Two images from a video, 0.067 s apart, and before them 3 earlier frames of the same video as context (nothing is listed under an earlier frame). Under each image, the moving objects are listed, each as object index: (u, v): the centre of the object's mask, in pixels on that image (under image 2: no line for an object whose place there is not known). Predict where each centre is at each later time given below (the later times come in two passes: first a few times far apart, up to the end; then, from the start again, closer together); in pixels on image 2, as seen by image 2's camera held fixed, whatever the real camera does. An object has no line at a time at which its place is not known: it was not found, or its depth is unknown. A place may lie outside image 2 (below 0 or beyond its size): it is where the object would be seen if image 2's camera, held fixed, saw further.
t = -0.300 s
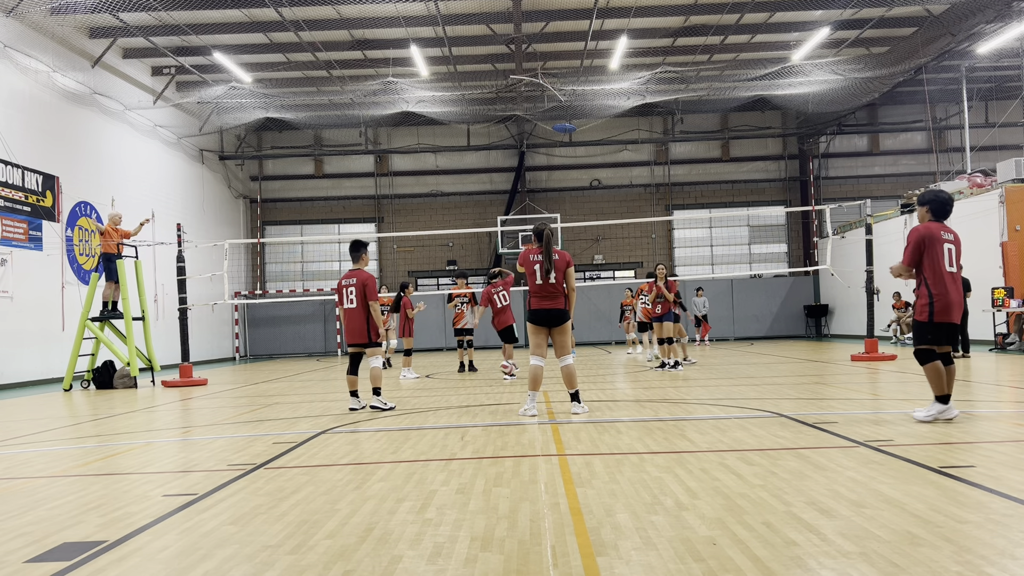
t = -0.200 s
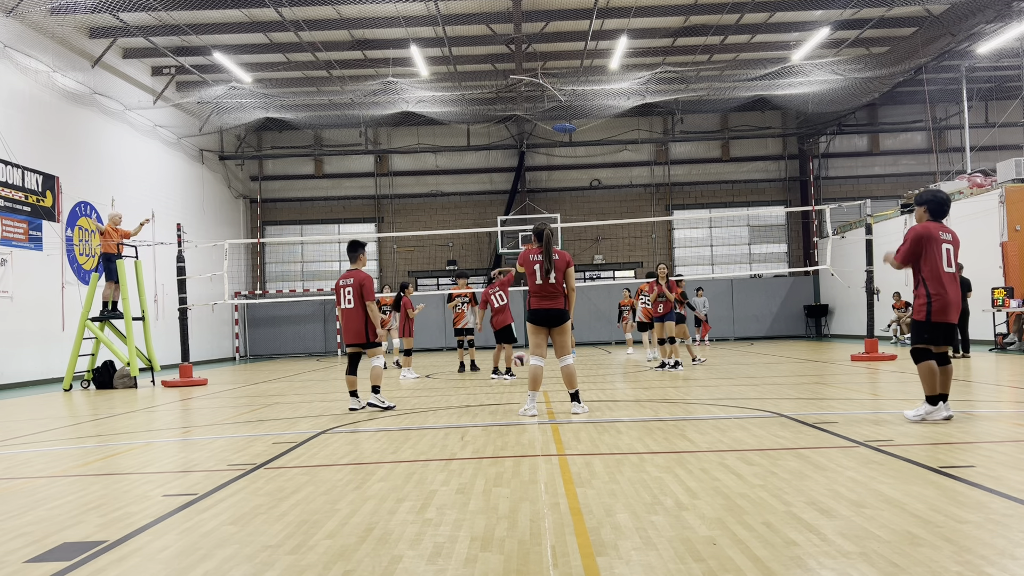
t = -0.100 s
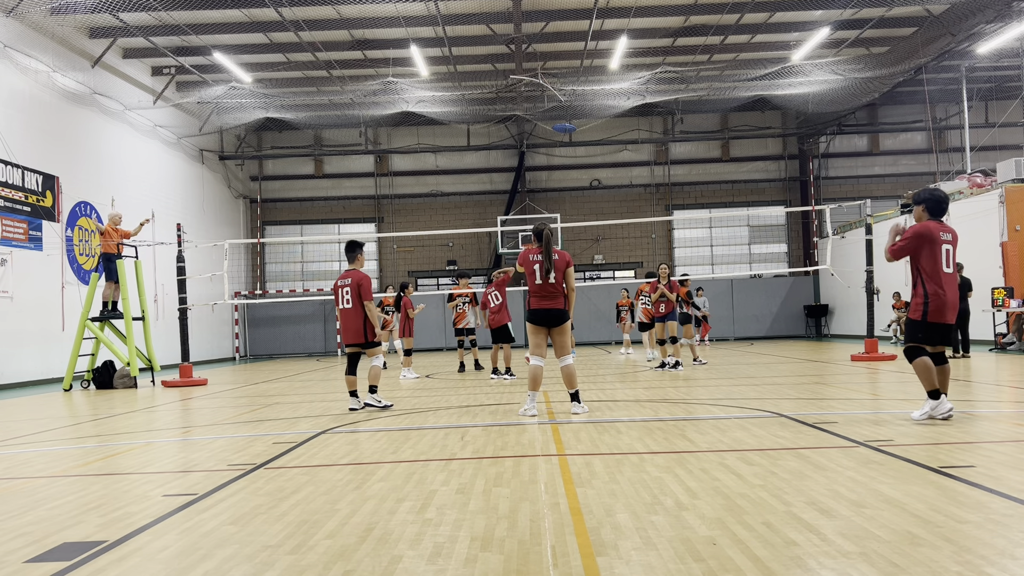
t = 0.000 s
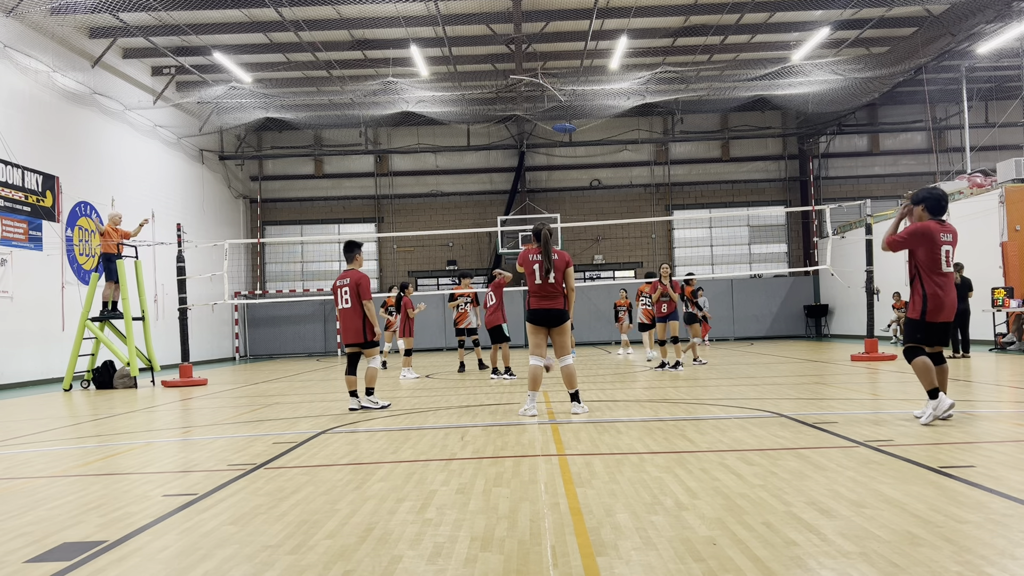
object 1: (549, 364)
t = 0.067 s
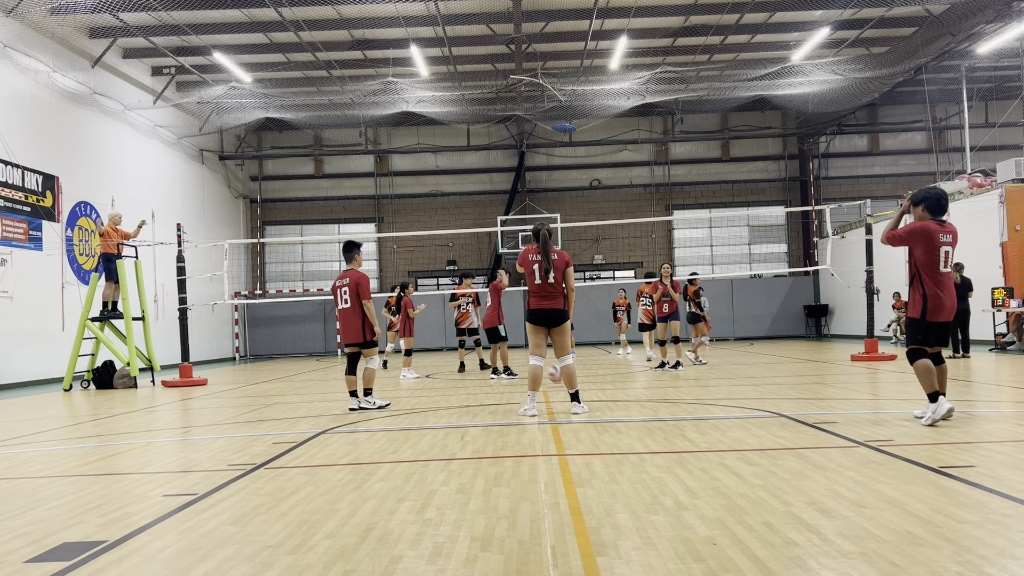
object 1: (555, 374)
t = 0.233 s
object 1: (581, 366)
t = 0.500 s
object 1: (627, 382)
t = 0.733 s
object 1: (671, 379)
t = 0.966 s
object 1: (724, 382)
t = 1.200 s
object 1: (784, 389)
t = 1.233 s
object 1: (793, 390)
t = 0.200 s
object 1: (579, 368)
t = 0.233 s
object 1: (581, 366)
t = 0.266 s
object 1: (586, 367)
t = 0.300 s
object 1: (591, 367)
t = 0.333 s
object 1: (597, 368)
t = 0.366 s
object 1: (602, 370)
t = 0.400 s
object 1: (608, 373)
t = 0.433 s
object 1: (614, 377)
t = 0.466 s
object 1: (621, 383)
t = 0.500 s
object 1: (627, 382)
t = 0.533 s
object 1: (632, 379)
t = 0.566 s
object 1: (639, 376)
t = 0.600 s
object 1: (646, 375)
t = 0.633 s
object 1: (651, 375)
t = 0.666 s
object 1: (658, 375)
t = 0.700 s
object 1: (664, 376)
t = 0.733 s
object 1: (671, 379)
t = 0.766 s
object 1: (679, 383)
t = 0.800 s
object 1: (686, 389)
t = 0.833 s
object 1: (694, 387)
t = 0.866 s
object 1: (700, 384)
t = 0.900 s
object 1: (708, 382)
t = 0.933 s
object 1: (716, 381)
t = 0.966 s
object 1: (724, 382)
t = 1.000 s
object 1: (731, 384)
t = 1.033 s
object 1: (740, 387)
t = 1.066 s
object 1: (748, 391)
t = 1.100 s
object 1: (756, 395)
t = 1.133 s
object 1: (765, 391)
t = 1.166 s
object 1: (774, 389)
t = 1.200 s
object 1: (784, 389)
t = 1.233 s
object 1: (793, 390)
